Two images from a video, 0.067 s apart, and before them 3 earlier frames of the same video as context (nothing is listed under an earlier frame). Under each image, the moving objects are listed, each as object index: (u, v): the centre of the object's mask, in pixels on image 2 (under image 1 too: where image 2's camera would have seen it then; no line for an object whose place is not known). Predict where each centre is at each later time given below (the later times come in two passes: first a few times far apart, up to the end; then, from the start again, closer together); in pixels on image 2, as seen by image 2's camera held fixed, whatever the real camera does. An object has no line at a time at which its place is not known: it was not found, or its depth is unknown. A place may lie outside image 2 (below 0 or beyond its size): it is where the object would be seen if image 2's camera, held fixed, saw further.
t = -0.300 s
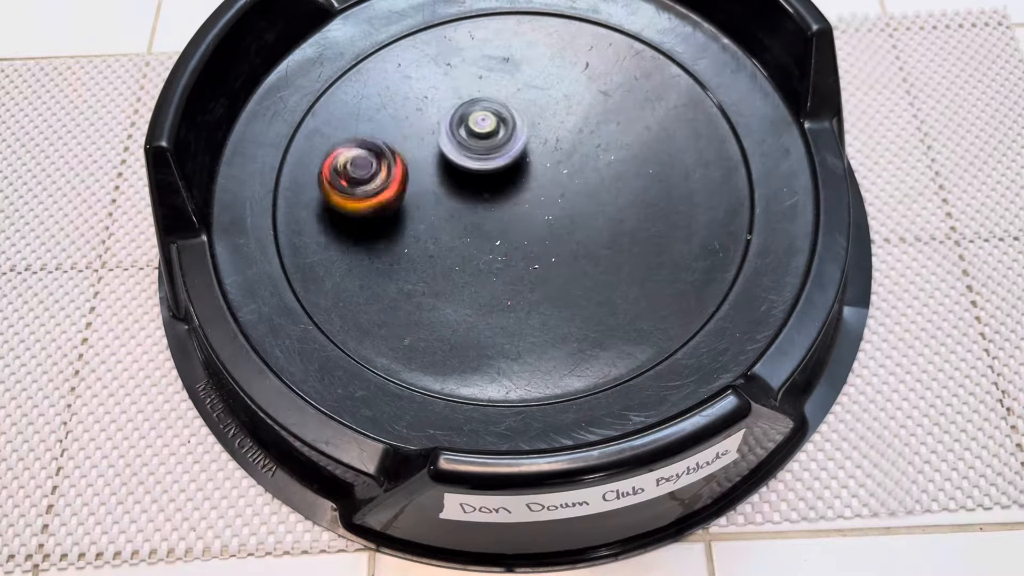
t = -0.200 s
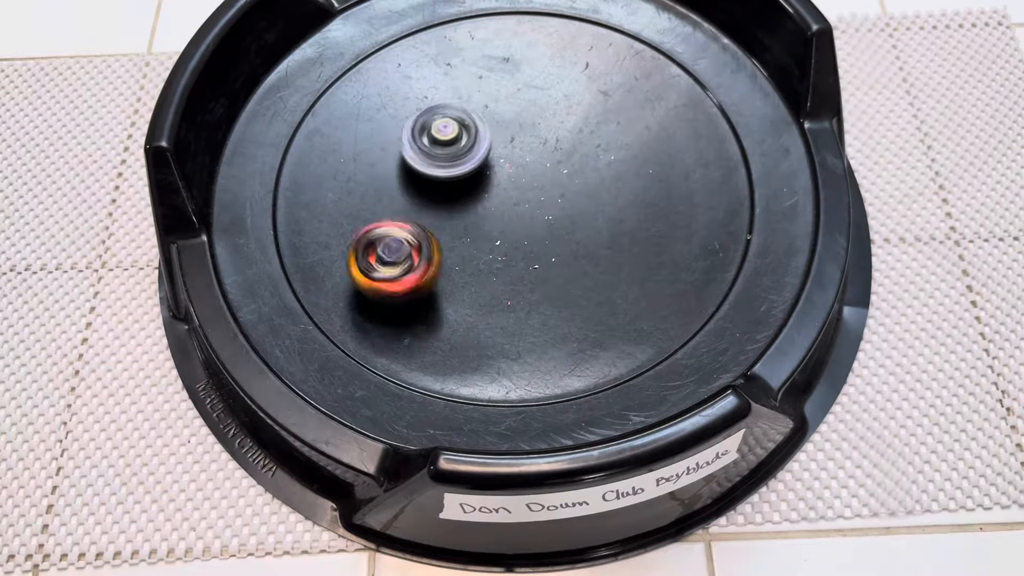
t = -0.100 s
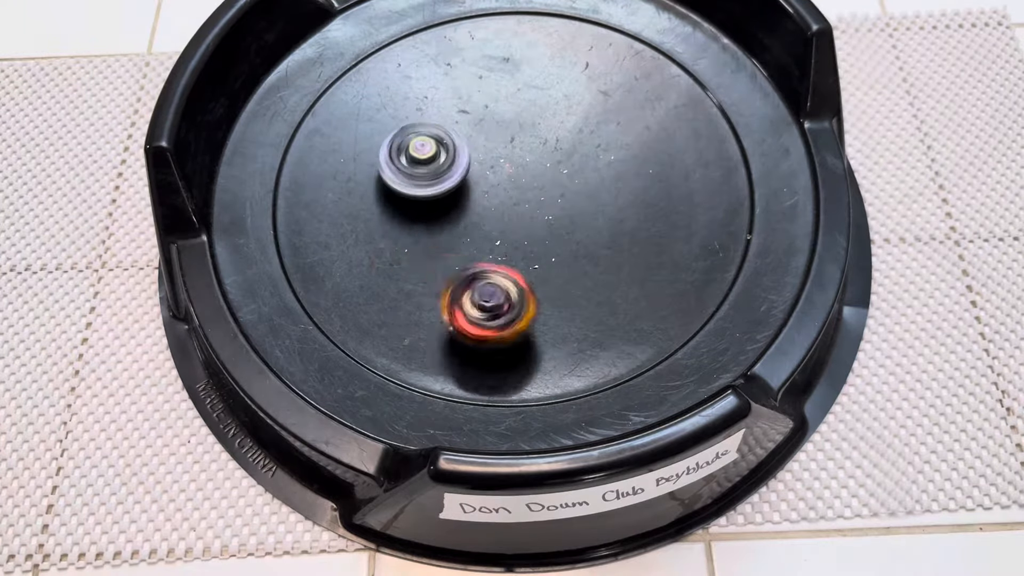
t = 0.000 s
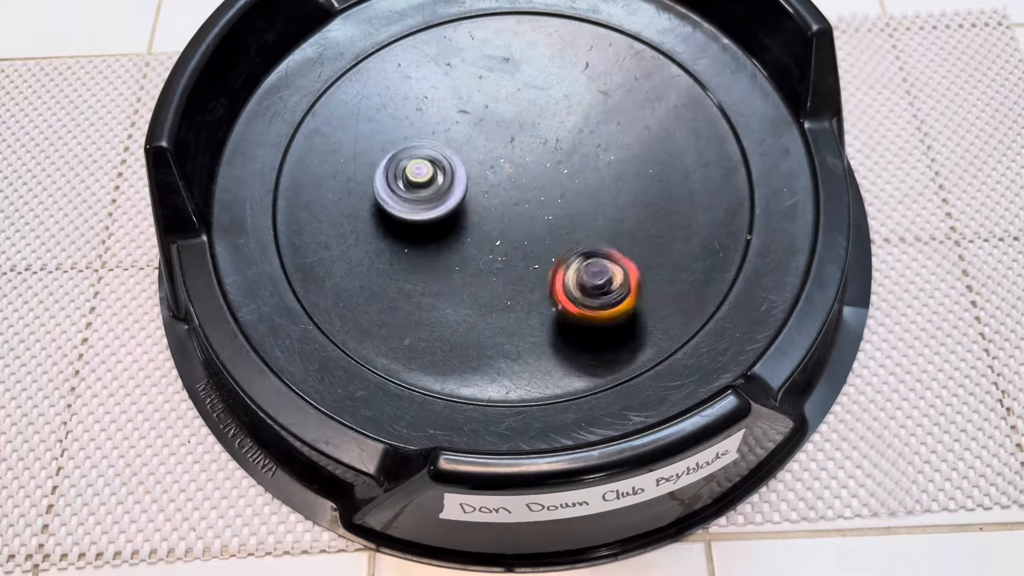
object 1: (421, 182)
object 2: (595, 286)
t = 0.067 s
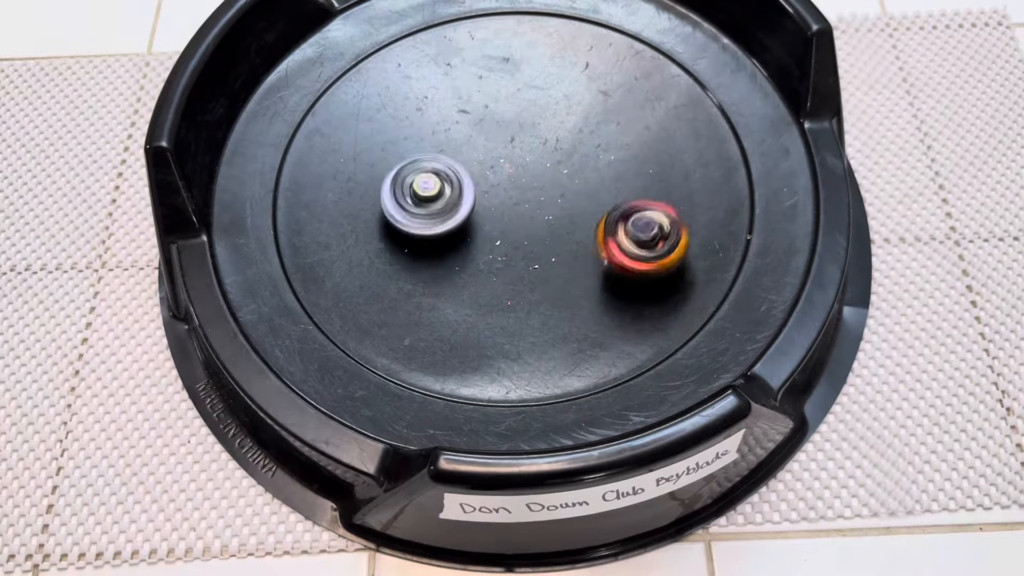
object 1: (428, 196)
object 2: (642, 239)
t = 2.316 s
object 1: (518, 225)
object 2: (474, 59)
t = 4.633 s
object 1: (538, 184)
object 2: (353, 214)
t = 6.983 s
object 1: (527, 184)
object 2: (507, 305)
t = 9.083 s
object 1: (517, 181)
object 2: (414, 279)
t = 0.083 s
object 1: (430, 199)
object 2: (649, 226)
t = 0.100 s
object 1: (433, 202)
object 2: (654, 213)
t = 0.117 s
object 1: (436, 205)
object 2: (657, 198)
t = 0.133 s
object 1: (440, 208)
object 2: (658, 183)
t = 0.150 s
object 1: (444, 211)
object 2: (656, 171)
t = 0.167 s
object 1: (449, 214)
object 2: (653, 157)
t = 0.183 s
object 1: (453, 217)
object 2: (649, 143)
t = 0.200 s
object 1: (458, 218)
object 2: (641, 129)
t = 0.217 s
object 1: (463, 220)
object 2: (633, 117)
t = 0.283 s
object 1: (488, 224)
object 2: (589, 79)
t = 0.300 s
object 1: (495, 224)
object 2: (574, 72)
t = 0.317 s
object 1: (503, 224)
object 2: (560, 67)
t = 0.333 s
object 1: (511, 222)
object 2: (545, 63)
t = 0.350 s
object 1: (518, 220)
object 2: (529, 60)
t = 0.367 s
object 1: (525, 218)
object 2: (513, 59)
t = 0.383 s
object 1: (531, 216)
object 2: (497, 58)
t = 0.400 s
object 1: (537, 212)
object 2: (481, 59)
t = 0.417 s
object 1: (542, 209)
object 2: (465, 62)
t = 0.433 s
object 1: (548, 204)
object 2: (450, 65)
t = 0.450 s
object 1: (552, 200)
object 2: (435, 71)
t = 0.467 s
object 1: (555, 195)
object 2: (420, 76)
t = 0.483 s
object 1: (558, 191)
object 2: (407, 84)
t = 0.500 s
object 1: (560, 187)
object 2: (395, 93)
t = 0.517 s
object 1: (562, 183)
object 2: (384, 103)
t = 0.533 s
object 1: (562, 179)
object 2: (374, 115)
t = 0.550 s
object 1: (563, 176)
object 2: (366, 127)
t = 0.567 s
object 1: (563, 173)
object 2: (360, 139)
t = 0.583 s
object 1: (563, 170)
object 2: (355, 153)
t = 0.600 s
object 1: (563, 167)
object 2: (351, 167)
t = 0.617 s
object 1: (563, 165)
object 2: (351, 180)
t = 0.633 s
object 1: (561, 163)
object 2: (351, 195)
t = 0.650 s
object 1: (561, 160)
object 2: (354, 208)
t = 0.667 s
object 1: (559, 158)
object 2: (360, 222)
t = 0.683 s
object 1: (559, 157)
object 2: (367, 235)
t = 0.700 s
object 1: (557, 155)
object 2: (376, 249)
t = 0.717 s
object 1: (556, 153)
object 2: (387, 260)
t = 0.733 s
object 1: (555, 152)
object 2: (399, 269)
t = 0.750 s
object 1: (553, 151)
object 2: (413, 279)
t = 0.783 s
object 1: (551, 149)
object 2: (446, 292)
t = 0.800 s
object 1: (550, 148)
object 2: (463, 298)
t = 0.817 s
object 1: (548, 147)
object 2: (482, 302)
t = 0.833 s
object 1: (547, 147)
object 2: (500, 301)
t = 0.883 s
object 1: (543, 147)
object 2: (554, 295)
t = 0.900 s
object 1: (542, 146)
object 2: (570, 289)
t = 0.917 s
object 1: (541, 147)
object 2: (586, 283)
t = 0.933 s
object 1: (540, 146)
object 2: (601, 272)
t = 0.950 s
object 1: (539, 147)
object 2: (615, 262)
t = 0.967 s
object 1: (538, 146)
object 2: (626, 253)
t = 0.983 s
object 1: (537, 147)
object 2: (637, 239)
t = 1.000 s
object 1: (536, 146)
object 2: (644, 226)
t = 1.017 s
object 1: (534, 147)
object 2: (652, 215)
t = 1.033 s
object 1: (533, 147)
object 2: (657, 199)
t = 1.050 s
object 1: (532, 148)
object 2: (659, 186)
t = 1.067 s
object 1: (531, 148)
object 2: (660, 173)
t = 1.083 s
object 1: (530, 149)
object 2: (659, 158)
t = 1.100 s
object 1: (529, 149)
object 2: (656, 144)
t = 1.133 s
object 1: (527, 150)
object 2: (646, 119)
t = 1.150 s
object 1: (525, 151)
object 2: (638, 107)
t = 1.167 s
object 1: (524, 151)
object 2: (629, 97)
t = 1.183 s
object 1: (523, 152)
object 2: (619, 87)
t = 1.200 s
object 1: (522, 152)
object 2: (608, 77)
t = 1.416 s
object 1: (507, 160)
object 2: (420, 80)
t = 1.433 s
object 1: (506, 161)
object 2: (408, 88)
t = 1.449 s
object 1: (504, 162)
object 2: (397, 98)
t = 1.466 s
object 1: (503, 162)
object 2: (388, 108)
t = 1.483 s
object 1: (501, 163)
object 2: (379, 121)
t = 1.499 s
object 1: (499, 164)
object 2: (373, 133)
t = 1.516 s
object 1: (498, 166)
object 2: (367, 145)
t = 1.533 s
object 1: (496, 167)
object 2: (363, 159)
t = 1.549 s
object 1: (494, 169)
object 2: (361, 172)
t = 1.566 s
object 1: (493, 170)
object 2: (360, 186)
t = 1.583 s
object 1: (491, 172)
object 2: (361, 199)
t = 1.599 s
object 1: (490, 173)
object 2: (365, 213)
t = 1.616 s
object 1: (489, 176)
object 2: (369, 226)
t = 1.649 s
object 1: (486, 179)
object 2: (384, 252)
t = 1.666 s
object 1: (485, 181)
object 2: (393, 262)
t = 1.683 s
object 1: (484, 182)
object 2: (406, 275)
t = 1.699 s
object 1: (483, 184)
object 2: (419, 284)
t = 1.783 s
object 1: (479, 195)
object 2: (501, 312)
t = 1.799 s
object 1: (479, 197)
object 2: (519, 311)
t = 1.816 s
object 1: (479, 199)
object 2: (536, 310)
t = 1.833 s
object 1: (480, 202)
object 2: (554, 308)
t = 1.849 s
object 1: (480, 203)
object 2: (571, 301)
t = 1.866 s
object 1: (482, 205)
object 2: (586, 295)
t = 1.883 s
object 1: (482, 207)
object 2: (601, 288)
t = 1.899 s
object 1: (483, 208)
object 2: (616, 277)
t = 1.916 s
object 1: (484, 210)
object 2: (626, 268)
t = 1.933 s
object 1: (486, 212)
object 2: (638, 256)
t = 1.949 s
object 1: (487, 214)
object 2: (647, 241)
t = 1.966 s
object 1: (489, 215)
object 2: (653, 230)
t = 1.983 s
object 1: (490, 217)
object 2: (660, 218)
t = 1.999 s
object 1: (492, 218)
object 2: (663, 202)
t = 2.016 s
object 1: (493, 219)
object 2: (663, 190)
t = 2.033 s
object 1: (495, 220)
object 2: (663, 176)
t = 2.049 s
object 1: (496, 221)
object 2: (660, 162)
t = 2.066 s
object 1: (498, 222)
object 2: (656, 150)
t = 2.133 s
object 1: (503, 224)
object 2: (626, 103)
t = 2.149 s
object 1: (504, 224)
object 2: (615, 93)
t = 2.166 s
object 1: (505, 225)
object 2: (603, 85)
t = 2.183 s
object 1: (507, 225)
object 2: (591, 79)
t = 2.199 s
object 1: (508, 226)
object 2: (578, 72)
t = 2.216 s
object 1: (509, 226)
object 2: (564, 67)
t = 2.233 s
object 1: (511, 226)
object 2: (550, 63)
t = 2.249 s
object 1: (512, 226)
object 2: (535, 59)
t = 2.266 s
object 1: (514, 225)
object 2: (520, 58)
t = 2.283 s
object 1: (515, 225)
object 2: (505, 58)
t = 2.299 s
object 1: (517, 225)
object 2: (489, 58)
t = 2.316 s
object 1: (518, 225)
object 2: (474, 59)
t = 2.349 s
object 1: (521, 224)
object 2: (445, 66)
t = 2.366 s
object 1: (522, 224)
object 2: (431, 71)
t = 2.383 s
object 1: (524, 224)
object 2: (418, 77)
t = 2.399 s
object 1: (525, 223)
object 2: (404, 84)
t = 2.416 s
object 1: (527, 222)
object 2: (393, 93)
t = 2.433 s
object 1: (528, 221)
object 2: (382, 102)
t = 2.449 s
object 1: (530, 220)
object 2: (372, 111)
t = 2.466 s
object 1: (531, 219)
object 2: (364, 124)
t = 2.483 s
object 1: (533, 217)
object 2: (358, 135)
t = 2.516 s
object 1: (535, 215)
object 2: (348, 161)
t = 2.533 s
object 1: (536, 214)
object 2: (346, 172)
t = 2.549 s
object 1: (537, 213)
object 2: (346, 187)
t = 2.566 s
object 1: (539, 211)
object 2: (347, 201)
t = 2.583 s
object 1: (540, 209)
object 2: (351, 213)
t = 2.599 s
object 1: (541, 208)
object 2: (356, 226)
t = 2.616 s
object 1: (541, 206)
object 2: (364, 238)
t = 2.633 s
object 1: (542, 203)
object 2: (372, 250)
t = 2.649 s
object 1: (542, 201)
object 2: (383, 262)
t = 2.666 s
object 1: (542, 199)
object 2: (395, 271)
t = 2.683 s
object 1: (542, 198)
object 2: (408, 280)
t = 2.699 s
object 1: (543, 196)
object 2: (423, 288)
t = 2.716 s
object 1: (543, 194)
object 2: (439, 293)
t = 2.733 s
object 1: (543, 192)
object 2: (454, 298)
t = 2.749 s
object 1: (543, 190)
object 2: (472, 304)
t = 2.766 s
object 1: (542, 188)
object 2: (491, 304)
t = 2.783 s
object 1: (541, 186)
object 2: (506, 305)
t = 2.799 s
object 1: (540, 184)
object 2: (525, 304)
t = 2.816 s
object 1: (539, 181)
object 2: (542, 299)
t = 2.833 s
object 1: (537, 179)
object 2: (558, 296)
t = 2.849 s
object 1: (537, 178)
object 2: (574, 290)
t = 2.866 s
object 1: (535, 176)
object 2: (589, 280)
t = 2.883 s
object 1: (533, 174)
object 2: (602, 274)
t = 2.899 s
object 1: (532, 173)
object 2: (616, 264)
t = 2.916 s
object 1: (530, 170)
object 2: (627, 252)
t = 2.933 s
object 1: (529, 169)
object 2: (636, 243)
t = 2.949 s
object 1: (527, 167)
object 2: (646, 229)
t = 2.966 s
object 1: (525, 165)
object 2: (652, 215)
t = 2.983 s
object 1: (523, 165)
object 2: (657, 205)
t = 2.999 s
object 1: (520, 163)
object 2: (661, 189)
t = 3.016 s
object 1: (518, 162)
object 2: (662, 176)
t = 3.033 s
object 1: (515, 161)
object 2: (662, 165)
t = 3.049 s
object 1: (513, 160)
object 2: (661, 151)
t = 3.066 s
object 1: (509, 159)
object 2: (657, 139)
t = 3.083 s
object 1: (507, 159)
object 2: (653, 126)
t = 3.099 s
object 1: (504, 159)
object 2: (646, 112)
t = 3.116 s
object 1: (502, 159)
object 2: (638, 104)
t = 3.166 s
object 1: (496, 159)
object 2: (608, 74)
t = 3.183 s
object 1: (493, 159)
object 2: (597, 67)
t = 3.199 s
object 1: (491, 159)
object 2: (583, 60)
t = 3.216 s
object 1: (489, 160)
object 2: (570, 56)
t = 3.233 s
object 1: (488, 161)
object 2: (557, 53)
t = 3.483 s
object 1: (472, 172)
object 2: (371, 131)
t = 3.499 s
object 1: (471, 171)
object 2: (366, 144)
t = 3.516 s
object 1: (471, 173)
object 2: (362, 156)
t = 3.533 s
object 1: (470, 173)
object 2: (359, 169)
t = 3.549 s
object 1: (470, 174)
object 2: (358, 183)
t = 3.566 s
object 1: (469, 175)
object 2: (359, 195)
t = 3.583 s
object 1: (469, 176)
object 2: (360, 209)
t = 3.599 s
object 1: (468, 177)
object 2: (364, 221)
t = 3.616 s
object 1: (468, 178)
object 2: (369, 233)
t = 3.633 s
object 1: (468, 181)
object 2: (376, 247)
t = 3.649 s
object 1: (467, 182)
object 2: (384, 258)
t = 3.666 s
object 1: (468, 183)
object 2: (394, 269)
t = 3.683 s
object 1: (467, 184)
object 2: (405, 279)
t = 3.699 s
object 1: (468, 185)
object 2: (418, 287)
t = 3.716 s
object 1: (468, 187)
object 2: (432, 296)
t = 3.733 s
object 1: (468, 188)
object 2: (447, 302)
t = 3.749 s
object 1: (469, 190)
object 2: (462, 306)
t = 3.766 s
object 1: (470, 191)
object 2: (480, 311)
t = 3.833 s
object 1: (475, 196)
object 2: (548, 309)
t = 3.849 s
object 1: (477, 197)
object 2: (564, 306)
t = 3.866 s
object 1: (479, 199)
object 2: (580, 300)
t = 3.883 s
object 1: (481, 200)
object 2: (594, 292)
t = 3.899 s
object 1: (483, 201)
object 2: (607, 285)
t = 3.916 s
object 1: (485, 202)
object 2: (620, 274)
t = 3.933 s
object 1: (488, 203)
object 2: (630, 264)
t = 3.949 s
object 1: (490, 204)
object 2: (641, 253)
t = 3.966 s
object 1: (492, 204)
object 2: (648, 240)
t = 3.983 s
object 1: (495, 205)
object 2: (653, 230)
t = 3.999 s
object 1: (497, 205)
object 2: (659, 215)
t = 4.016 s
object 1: (500, 206)
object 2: (661, 202)
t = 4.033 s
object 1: (502, 206)
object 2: (663, 190)
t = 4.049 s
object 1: (505, 205)
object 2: (662, 175)
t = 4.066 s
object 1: (507, 206)
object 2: (660, 165)
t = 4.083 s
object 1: (509, 205)
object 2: (656, 151)
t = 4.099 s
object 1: (512, 205)
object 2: (651, 138)
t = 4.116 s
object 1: (514, 205)
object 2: (645, 127)
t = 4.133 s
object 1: (517, 204)
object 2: (638, 116)
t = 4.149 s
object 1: (519, 204)
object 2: (628, 106)
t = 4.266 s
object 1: (530, 198)
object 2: (545, 59)
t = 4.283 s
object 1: (531, 197)
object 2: (531, 57)
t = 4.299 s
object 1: (532, 197)
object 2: (517, 55)
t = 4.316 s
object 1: (533, 195)
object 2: (502, 55)
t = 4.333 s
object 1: (534, 195)
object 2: (487, 55)
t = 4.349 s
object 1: (535, 194)
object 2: (473, 57)
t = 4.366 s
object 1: (536, 193)
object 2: (459, 59)
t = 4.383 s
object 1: (536, 192)
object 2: (446, 63)
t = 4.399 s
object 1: (537, 191)
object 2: (432, 67)
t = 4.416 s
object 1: (538, 191)
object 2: (418, 72)
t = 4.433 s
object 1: (538, 190)
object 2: (407, 79)
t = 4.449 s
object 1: (539, 190)
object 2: (395, 86)
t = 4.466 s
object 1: (539, 189)
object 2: (385, 96)
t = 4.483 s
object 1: (539, 188)
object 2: (376, 106)
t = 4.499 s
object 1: (539, 188)
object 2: (368, 116)
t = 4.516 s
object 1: (539, 187)
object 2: (360, 128)
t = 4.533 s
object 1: (539, 187)
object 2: (355, 138)
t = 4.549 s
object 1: (539, 186)
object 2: (350, 151)
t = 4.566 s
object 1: (539, 185)
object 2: (347, 164)
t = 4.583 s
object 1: (539, 185)
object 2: (346, 176)
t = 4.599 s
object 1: (538, 184)
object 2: (346, 189)
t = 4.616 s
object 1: (538, 184)
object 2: (349, 201)
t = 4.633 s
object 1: (538, 184)
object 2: (353, 214)
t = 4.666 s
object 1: (537, 182)
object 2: (365, 237)
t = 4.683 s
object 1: (537, 182)
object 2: (374, 248)
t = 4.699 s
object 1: (536, 181)
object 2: (383, 259)
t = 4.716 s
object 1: (536, 181)
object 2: (395, 267)
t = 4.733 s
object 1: (536, 181)
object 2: (408, 277)
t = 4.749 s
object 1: (535, 180)
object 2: (421, 284)
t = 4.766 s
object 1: (535, 179)
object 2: (436, 289)
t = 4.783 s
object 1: (534, 179)
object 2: (452, 296)
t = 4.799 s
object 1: (533, 178)
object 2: (467, 298)
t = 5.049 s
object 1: (516, 175)
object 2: (662, 204)
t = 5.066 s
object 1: (514, 176)
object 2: (665, 193)
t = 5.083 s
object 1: (513, 176)
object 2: (668, 181)
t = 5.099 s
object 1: (511, 177)
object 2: (667, 167)
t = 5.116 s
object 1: (510, 177)
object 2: (666, 156)
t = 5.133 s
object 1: (509, 176)
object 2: (663, 143)
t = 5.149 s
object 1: (507, 176)
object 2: (659, 132)
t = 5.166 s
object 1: (505, 177)
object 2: (653, 120)
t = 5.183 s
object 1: (503, 177)
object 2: (646, 109)
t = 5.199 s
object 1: (501, 178)
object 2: (638, 100)
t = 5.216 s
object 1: (501, 178)
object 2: (629, 90)
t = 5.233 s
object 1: (499, 178)
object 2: (618, 82)
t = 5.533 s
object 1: (481, 190)
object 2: (391, 108)
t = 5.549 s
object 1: (480, 192)
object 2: (382, 118)
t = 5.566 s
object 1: (479, 192)
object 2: (375, 128)
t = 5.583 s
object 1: (479, 194)
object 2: (368, 140)
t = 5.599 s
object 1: (479, 194)
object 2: (363, 151)
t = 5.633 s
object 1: (479, 195)
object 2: (356, 175)
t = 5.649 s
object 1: (479, 195)
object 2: (355, 187)
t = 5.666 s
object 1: (479, 196)
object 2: (355, 200)
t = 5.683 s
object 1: (479, 197)
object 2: (357, 212)
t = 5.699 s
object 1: (480, 197)
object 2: (360, 225)
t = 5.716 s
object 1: (479, 197)
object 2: (365, 237)
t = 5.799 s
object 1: (481, 200)
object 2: (410, 289)
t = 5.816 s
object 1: (482, 200)
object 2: (424, 295)
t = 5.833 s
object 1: (482, 201)
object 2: (437, 302)
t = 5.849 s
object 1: (482, 201)
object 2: (453, 306)
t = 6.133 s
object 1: (496, 205)
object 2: (654, 200)
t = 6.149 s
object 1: (498, 204)
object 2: (655, 188)
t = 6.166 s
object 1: (499, 205)
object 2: (655, 176)
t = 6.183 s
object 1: (500, 204)
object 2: (654, 162)
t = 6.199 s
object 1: (501, 205)
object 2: (652, 150)
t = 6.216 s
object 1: (502, 204)
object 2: (648, 139)
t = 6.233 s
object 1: (503, 204)
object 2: (643, 129)
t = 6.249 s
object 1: (504, 204)
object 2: (637, 116)
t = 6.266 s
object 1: (505, 203)
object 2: (629, 105)
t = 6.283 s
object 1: (506, 203)
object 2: (621, 97)
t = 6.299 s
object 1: (507, 203)
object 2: (611, 87)
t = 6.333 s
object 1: (509, 202)
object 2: (591, 73)
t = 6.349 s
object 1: (510, 201)
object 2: (579, 66)
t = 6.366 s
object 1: (511, 201)
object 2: (567, 60)
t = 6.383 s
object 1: (512, 200)
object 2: (555, 57)
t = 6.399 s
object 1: (514, 200)
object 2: (541, 54)
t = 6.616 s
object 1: (522, 193)
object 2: (383, 102)
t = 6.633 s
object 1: (523, 192)
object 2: (375, 112)
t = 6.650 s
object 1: (524, 192)
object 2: (369, 122)
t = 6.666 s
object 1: (524, 191)
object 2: (364, 134)
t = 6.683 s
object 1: (524, 190)
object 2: (359, 146)
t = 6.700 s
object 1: (524, 190)
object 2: (357, 157)
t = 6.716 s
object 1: (524, 190)
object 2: (355, 169)
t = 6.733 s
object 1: (525, 189)
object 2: (355, 181)
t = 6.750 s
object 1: (525, 189)
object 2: (357, 193)
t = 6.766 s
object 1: (525, 188)
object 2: (360, 206)
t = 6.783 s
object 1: (525, 188)
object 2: (364, 216)
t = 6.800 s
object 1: (526, 188)
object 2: (370, 228)
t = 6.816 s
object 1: (526, 188)
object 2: (377, 240)
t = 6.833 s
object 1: (526, 187)
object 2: (386, 250)
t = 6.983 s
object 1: (527, 184)
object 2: (507, 305)
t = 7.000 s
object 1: (527, 184)
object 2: (520, 305)
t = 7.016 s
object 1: (527, 183)
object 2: (537, 304)
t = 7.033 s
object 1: (526, 183)
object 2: (553, 301)
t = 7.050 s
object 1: (526, 183)
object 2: (568, 298)
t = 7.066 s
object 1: (526, 183)
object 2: (583, 291)
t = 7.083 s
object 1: (526, 183)
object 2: (596, 286)
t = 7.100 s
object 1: (525, 182)
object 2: (610, 277)
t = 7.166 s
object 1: (524, 182)
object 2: (649, 240)
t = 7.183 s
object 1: (523, 181)
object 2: (657, 228)
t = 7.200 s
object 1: (522, 182)
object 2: (662, 217)
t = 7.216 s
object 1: (521, 182)
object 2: (666, 204)
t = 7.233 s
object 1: (521, 182)
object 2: (668, 192)
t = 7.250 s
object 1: (520, 181)
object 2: (669, 181)
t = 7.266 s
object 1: (520, 181)
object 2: (668, 168)
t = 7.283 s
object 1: (519, 181)
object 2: (665, 157)
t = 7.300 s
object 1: (518, 182)
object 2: (662, 144)
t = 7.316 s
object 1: (518, 182)
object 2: (656, 134)
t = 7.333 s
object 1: (517, 182)
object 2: (649, 124)
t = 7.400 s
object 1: (514, 183)
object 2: (614, 89)
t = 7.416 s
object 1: (513, 183)
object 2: (602, 83)
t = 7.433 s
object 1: (512, 182)
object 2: (591, 78)
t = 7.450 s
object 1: (511, 183)
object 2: (579, 73)
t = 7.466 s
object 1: (510, 183)
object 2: (566, 67)
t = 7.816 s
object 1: (495, 189)
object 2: (349, 177)
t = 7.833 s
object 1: (493, 190)
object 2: (348, 190)
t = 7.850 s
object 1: (492, 189)
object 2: (348, 201)
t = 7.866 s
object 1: (492, 190)
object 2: (350, 213)
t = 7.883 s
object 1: (492, 190)
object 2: (355, 225)
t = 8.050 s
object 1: (488, 193)
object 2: (463, 300)
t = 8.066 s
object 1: (488, 193)
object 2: (478, 304)
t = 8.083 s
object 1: (487, 193)
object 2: (495, 304)
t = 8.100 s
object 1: (487, 194)
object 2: (510, 304)
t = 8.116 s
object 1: (488, 194)
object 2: (525, 301)
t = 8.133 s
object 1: (487, 194)
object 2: (540, 298)
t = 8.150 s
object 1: (487, 194)
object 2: (555, 294)
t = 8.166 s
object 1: (487, 195)
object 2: (569, 286)
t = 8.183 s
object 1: (487, 195)
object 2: (581, 282)
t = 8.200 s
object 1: (488, 195)
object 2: (593, 272)
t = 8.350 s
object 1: (494, 196)
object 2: (655, 176)
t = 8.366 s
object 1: (495, 195)
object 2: (655, 166)
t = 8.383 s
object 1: (495, 196)
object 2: (655, 153)
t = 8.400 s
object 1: (495, 195)
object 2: (652, 143)
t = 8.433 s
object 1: (497, 195)
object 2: (645, 121)
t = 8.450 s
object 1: (498, 194)
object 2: (639, 110)
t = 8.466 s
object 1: (499, 194)
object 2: (632, 101)
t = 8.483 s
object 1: (499, 194)
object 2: (624, 92)
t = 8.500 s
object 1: (501, 194)
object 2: (615, 83)
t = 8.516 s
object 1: (501, 193)
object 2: (605, 76)
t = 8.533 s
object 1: (501, 193)
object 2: (595, 70)
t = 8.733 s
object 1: (510, 188)
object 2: (447, 72)
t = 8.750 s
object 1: (511, 187)
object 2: (435, 77)
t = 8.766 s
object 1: (511, 187)
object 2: (425, 85)
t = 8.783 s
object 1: (511, 187)
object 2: (415, 92)
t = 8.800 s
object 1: (512, 187)
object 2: (406, 100)
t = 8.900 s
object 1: (514, 184)
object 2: (371, 161)
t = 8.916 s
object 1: (515, 183)
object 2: (368, 172)
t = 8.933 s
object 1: (515, 184)
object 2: (367, 184)
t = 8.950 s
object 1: (515, 183)
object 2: (367, 196)
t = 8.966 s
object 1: (516, 183)
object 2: (369, 207)
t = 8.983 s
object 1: (516, 182)
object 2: (372, 218)
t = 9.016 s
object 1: (517, 182)
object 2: (381, 241)
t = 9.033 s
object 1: (517, 182)
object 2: (388, 251)
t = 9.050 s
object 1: (517, 181)
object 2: (395, 262)
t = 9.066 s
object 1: (517, 181)
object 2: (404, 271)
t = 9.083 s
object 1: (517, 181)
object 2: (414, 279)
